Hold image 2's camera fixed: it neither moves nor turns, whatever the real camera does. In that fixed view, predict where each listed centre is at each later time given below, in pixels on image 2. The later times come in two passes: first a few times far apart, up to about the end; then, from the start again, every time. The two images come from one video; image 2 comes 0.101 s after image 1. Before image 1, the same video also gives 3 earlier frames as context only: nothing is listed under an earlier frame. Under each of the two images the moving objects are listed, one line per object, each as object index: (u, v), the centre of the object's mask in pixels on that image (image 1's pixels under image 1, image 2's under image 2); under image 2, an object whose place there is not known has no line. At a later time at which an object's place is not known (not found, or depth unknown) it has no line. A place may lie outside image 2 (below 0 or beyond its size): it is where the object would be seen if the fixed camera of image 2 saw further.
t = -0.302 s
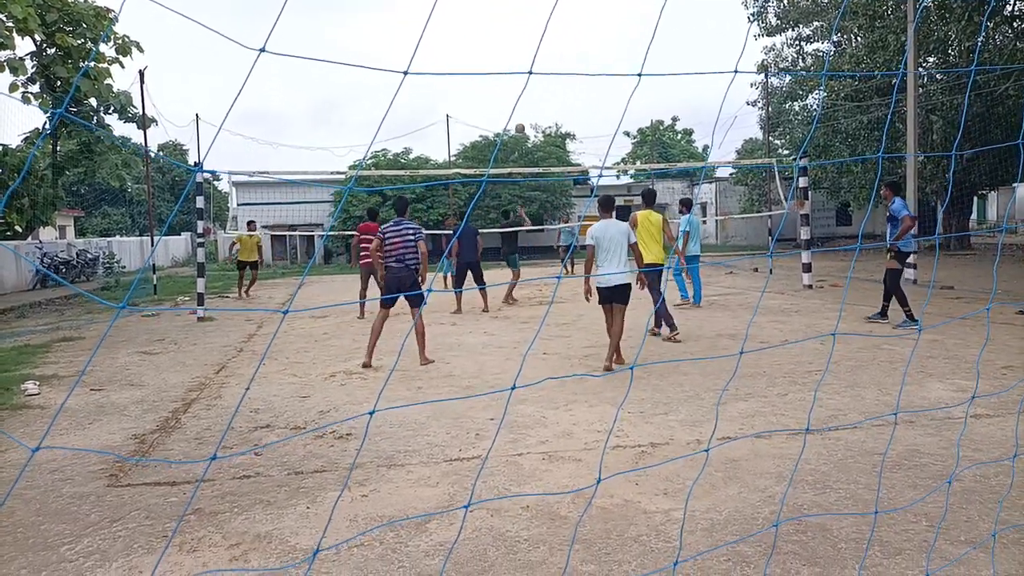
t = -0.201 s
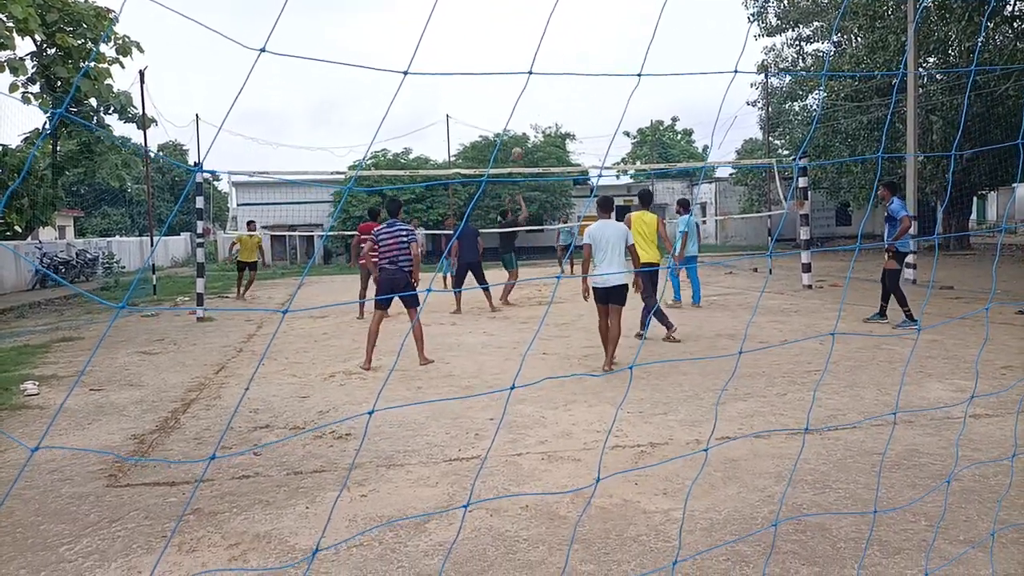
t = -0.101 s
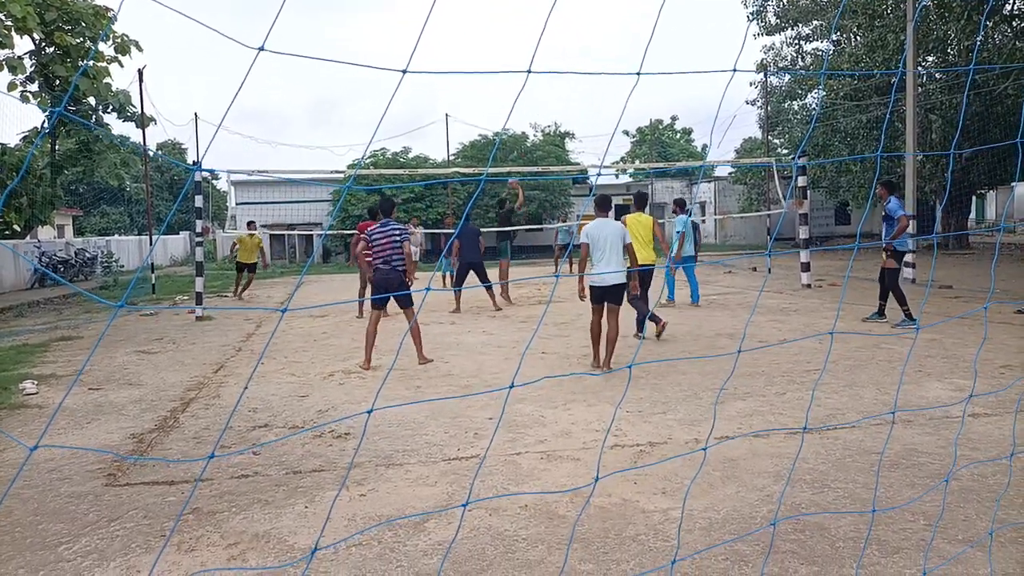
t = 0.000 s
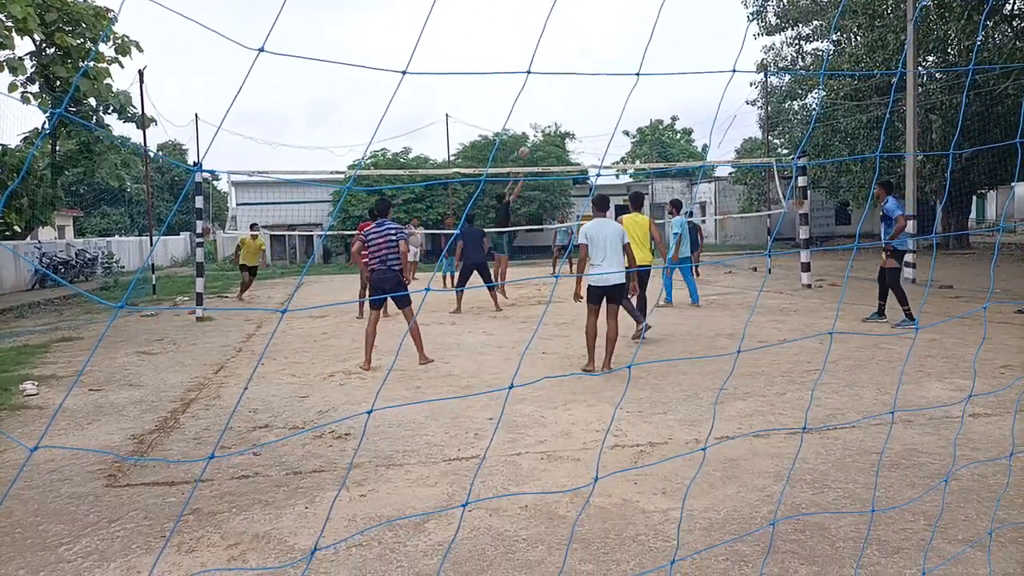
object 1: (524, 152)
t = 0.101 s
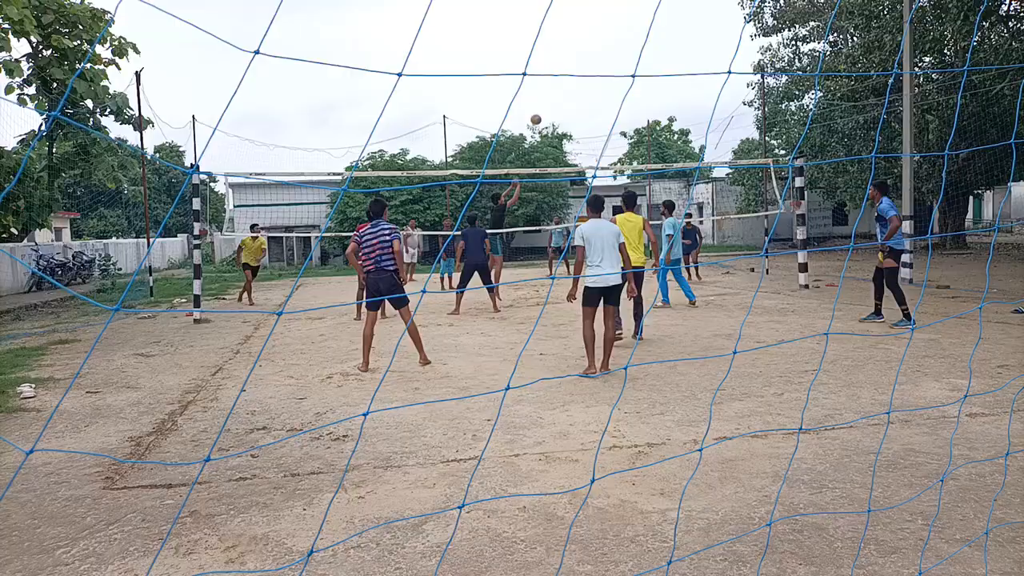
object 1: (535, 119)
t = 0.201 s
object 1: (549, 90)
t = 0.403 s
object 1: (578, 49)
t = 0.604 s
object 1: (605, 31)
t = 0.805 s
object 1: (634, 34)
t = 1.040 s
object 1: (665, 64)
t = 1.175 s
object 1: (682, 93)
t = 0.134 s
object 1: (541, 109)
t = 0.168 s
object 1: (544, 99)
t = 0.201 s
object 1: (549, 90)
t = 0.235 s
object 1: (555, 82)
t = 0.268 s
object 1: (560, 75)
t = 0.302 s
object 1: (564, 68)
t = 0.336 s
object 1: (568, 61)
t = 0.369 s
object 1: (573, 55)
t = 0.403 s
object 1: (578, 49)
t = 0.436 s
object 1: (582, 45)
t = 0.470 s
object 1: (587, 41)
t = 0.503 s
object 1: (593, 38)
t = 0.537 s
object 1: (598, 35)
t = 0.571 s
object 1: (601, 33)
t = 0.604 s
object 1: (605, 31)
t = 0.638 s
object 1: (610, 30)
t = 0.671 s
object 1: (614, 29)
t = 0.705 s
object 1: (619, 29)
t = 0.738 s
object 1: (625, 31)
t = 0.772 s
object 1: (630, 32)
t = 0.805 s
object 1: (634, 34)
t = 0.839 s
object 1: (638, 37)
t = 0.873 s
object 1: (642, 40)
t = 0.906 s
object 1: (647, 43)
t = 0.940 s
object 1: (652, 48)
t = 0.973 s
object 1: (656, 53)
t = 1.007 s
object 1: (661, 58)
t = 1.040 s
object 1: (665, 64)
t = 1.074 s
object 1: (669, 71)
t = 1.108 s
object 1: (673, 78)
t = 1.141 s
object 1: (678, 85)
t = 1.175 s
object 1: (682, 93)
